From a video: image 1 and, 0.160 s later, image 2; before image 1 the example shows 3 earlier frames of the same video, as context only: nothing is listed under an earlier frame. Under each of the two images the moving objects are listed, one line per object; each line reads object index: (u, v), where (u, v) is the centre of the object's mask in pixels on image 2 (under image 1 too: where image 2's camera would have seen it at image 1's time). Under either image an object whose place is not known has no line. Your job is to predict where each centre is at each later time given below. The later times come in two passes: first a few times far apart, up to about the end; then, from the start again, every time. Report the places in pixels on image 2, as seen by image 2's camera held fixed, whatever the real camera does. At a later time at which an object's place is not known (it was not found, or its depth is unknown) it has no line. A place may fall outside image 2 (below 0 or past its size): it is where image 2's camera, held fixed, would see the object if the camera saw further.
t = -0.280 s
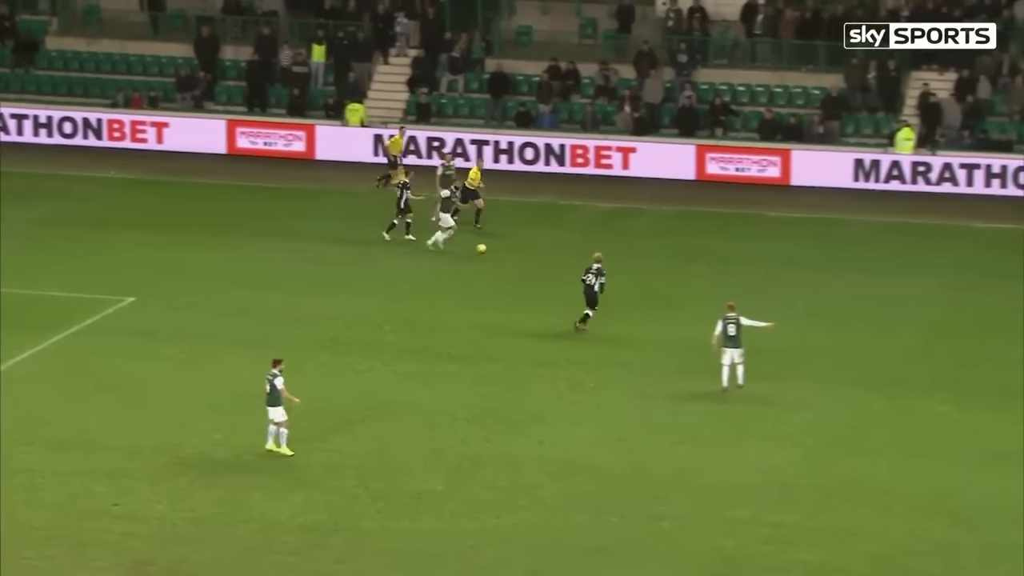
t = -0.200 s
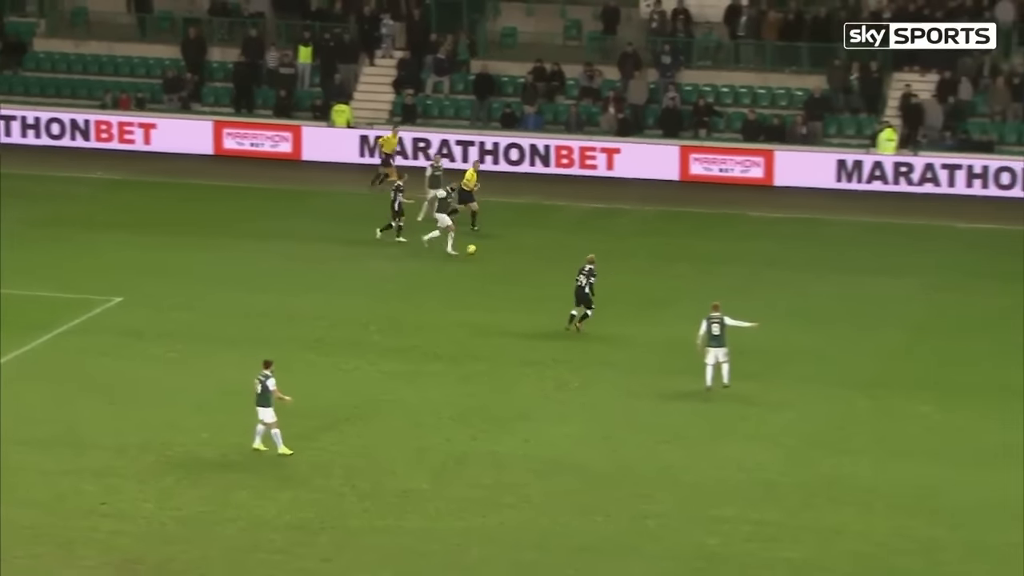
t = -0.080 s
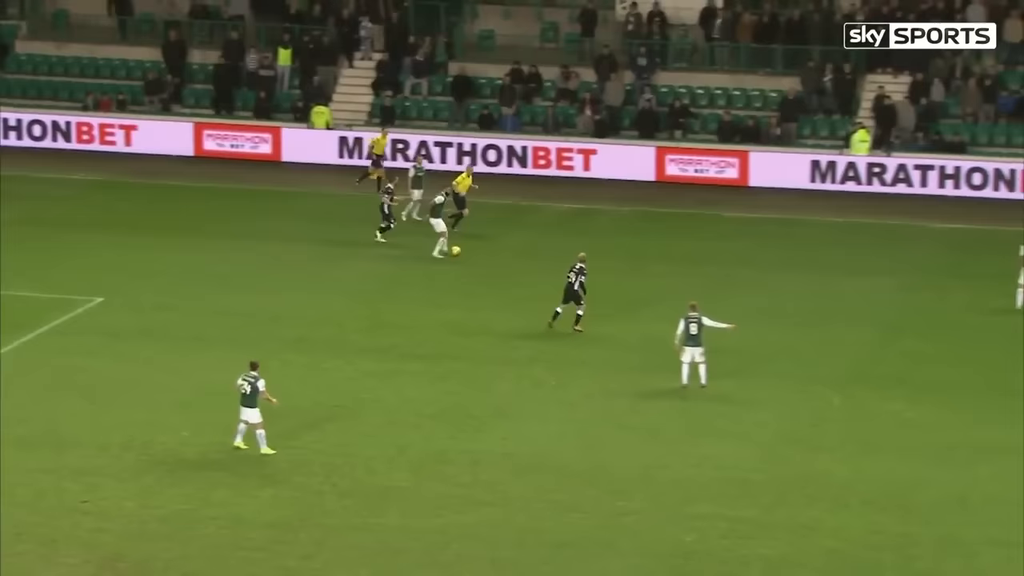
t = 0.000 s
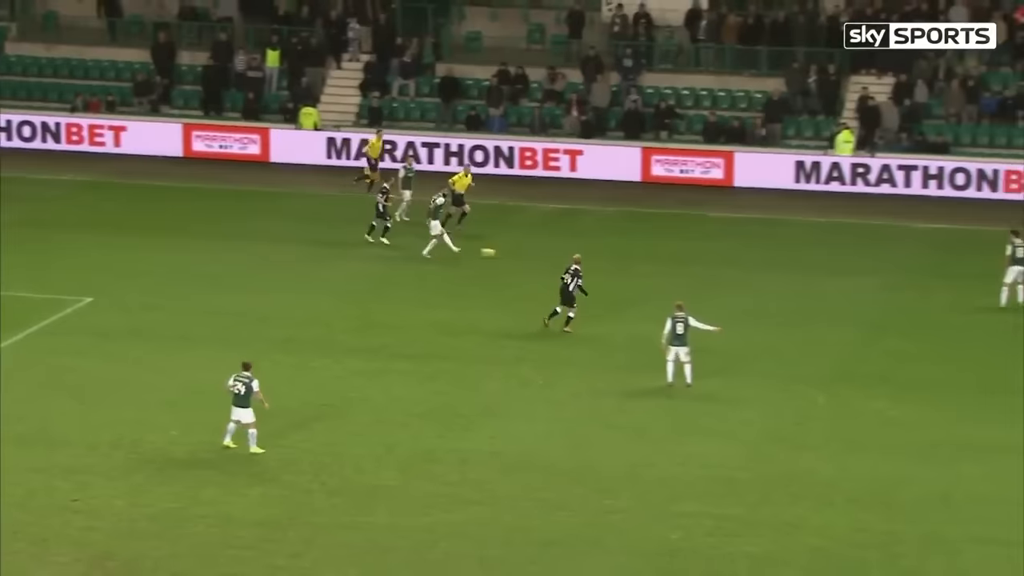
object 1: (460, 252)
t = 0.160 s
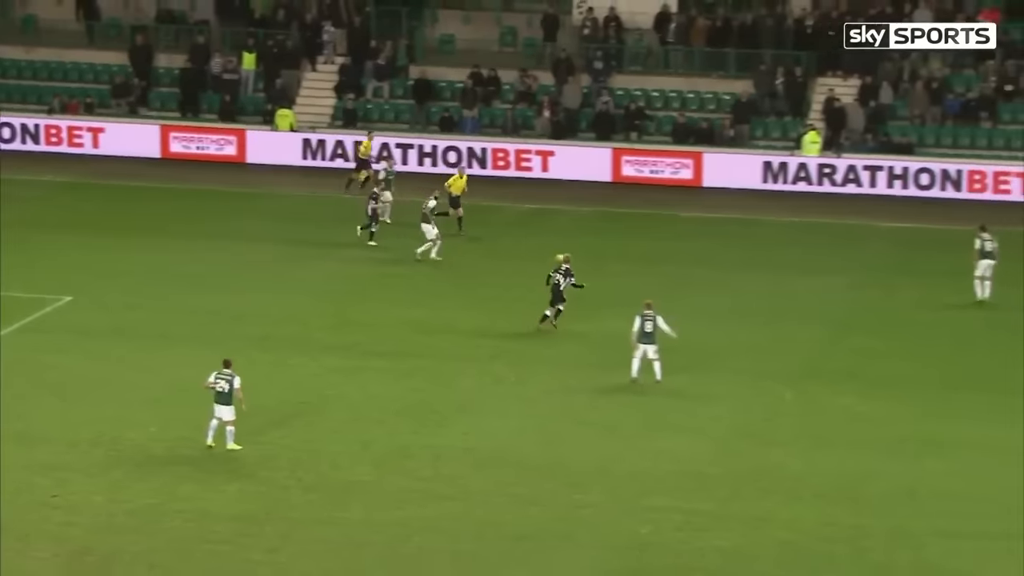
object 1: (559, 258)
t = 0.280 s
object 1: (631, 265)
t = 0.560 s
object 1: (769, 272)
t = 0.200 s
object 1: (585, 260)
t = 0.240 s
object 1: (608, 262)
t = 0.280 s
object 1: (631, 265)
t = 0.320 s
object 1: (652, 265)
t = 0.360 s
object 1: (673, 266)
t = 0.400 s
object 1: (693, 268)
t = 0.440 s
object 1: (714, 270)
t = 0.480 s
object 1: (732, 270)
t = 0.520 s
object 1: (750, 271)
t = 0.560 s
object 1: (769, 272)
